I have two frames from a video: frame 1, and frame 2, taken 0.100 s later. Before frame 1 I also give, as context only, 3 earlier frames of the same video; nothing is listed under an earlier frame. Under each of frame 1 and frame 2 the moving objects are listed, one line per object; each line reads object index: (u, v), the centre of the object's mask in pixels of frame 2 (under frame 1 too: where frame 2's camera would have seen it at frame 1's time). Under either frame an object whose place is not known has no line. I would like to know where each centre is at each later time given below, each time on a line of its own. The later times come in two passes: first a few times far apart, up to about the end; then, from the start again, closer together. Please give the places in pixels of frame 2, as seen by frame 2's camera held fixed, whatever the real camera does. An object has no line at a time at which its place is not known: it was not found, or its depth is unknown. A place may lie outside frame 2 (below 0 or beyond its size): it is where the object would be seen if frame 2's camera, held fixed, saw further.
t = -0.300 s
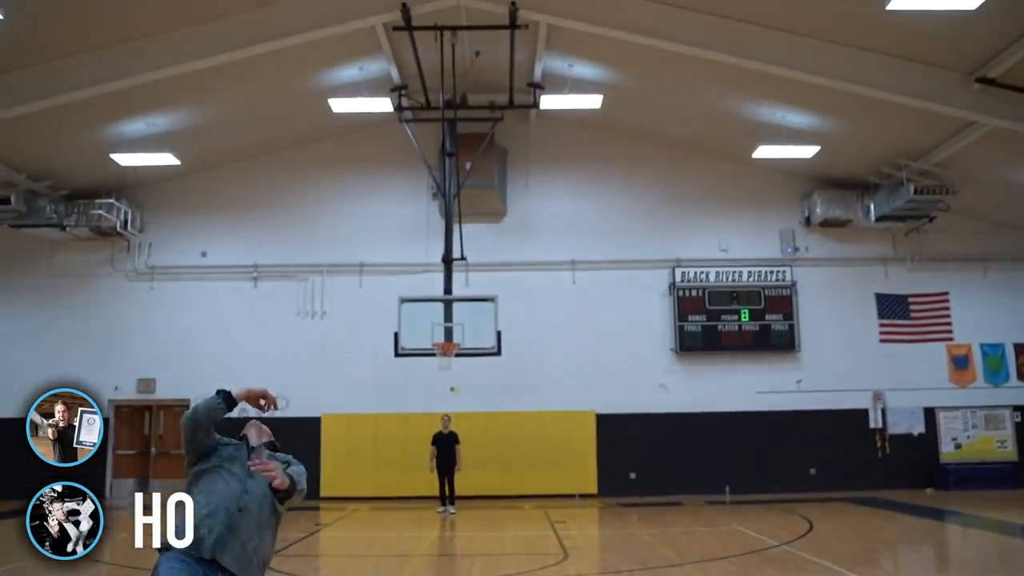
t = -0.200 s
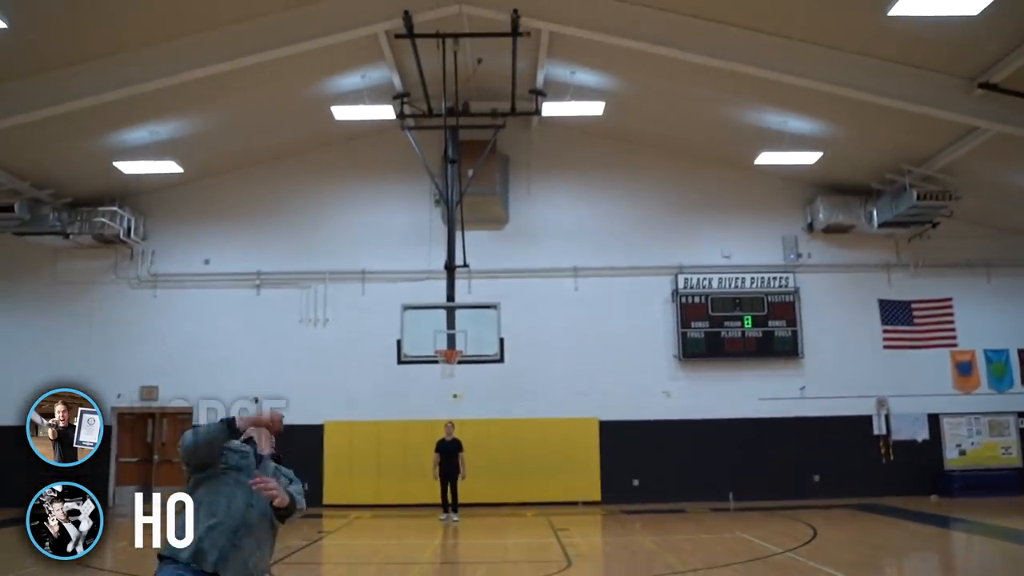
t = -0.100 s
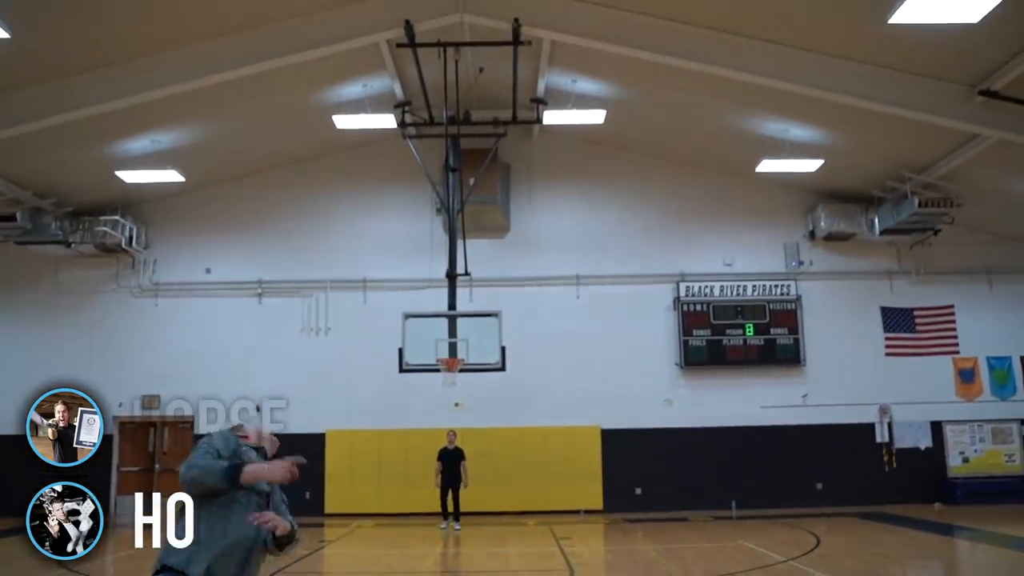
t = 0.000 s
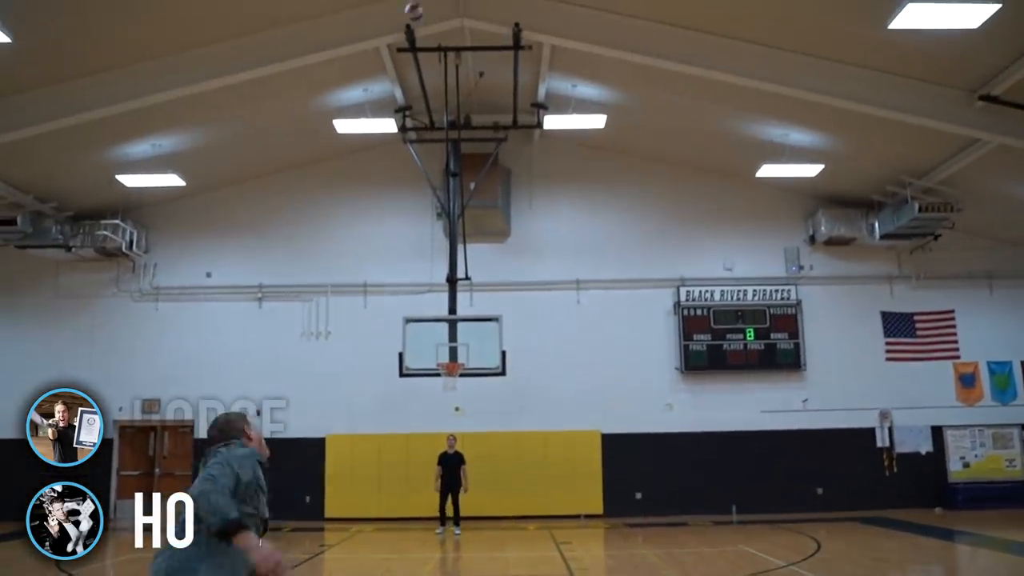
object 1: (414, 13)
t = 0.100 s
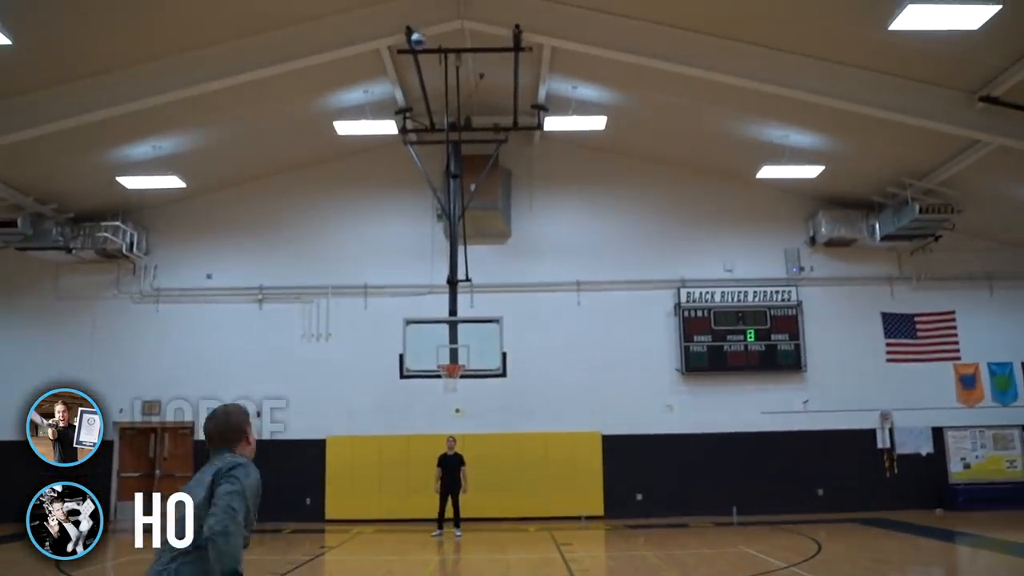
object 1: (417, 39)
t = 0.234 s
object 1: (426, 81)
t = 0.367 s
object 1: (429, 127)
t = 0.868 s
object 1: (444, 347)
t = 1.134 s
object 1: (434, 308)
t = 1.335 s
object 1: (425, 284)
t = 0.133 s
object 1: (420, 49)
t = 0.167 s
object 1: (421, 59)
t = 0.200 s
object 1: (424, 70)
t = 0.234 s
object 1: (426, 81)
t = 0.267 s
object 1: (426, 92)
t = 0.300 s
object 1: (427, 104)
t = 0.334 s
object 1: (428, 117)
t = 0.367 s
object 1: (429, 127)
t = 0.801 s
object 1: (442, 313)
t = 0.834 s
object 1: (442, 329)
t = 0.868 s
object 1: (444, 347)
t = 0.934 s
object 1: (443, 351)
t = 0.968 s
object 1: (443, 343)
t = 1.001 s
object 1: (441, 336)
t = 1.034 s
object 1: (439, 327)
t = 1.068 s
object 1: (438, 320)
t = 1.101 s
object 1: (436, 314)
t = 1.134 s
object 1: (434, 308)
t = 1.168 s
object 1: (433, 302)
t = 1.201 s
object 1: (431, 297)
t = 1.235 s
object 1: (429, 292)
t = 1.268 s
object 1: (428, 289)
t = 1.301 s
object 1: (426, 287)
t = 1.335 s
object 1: (425, 284)
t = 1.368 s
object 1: (423, 282)
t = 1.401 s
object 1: (422, 280)
